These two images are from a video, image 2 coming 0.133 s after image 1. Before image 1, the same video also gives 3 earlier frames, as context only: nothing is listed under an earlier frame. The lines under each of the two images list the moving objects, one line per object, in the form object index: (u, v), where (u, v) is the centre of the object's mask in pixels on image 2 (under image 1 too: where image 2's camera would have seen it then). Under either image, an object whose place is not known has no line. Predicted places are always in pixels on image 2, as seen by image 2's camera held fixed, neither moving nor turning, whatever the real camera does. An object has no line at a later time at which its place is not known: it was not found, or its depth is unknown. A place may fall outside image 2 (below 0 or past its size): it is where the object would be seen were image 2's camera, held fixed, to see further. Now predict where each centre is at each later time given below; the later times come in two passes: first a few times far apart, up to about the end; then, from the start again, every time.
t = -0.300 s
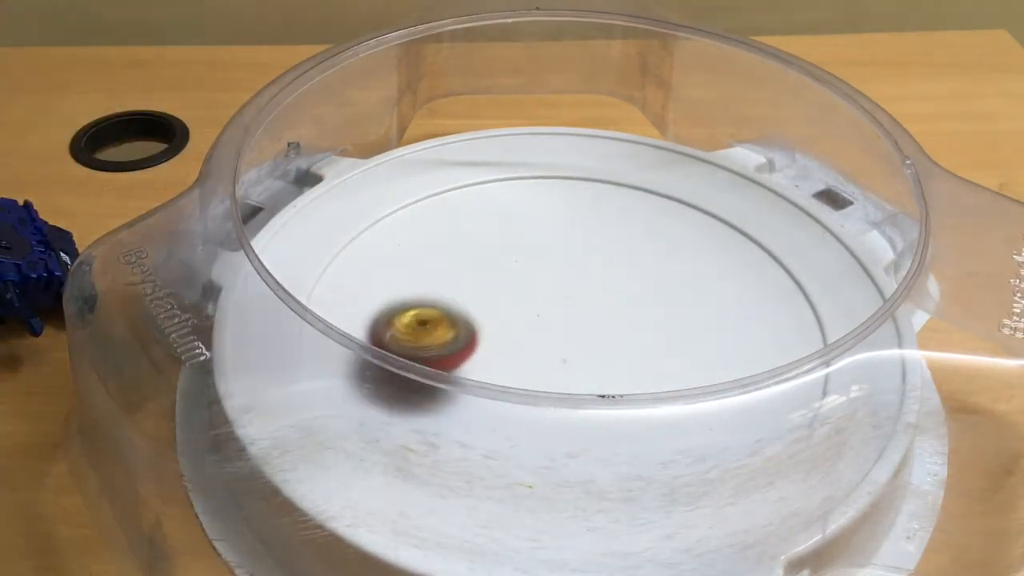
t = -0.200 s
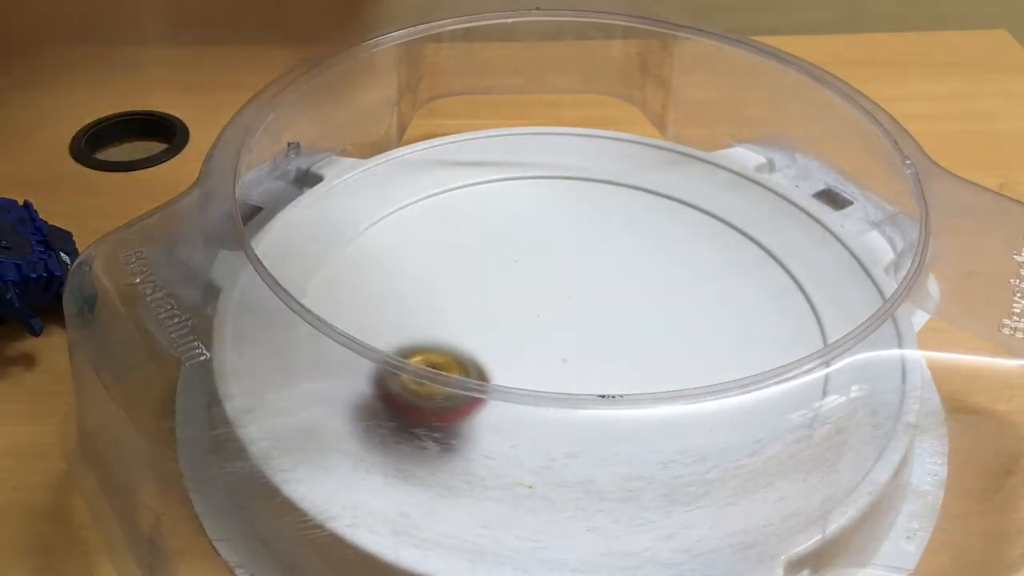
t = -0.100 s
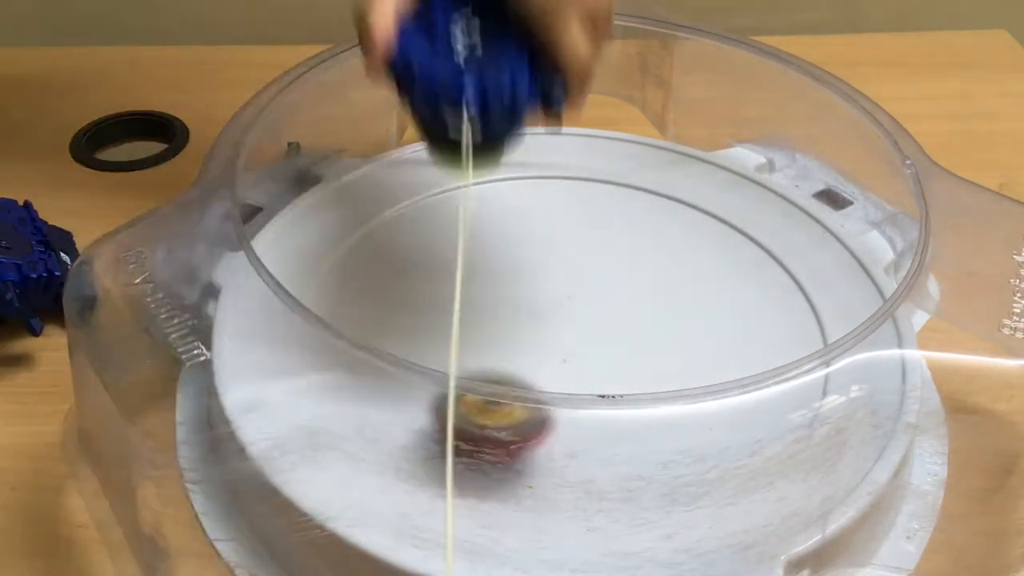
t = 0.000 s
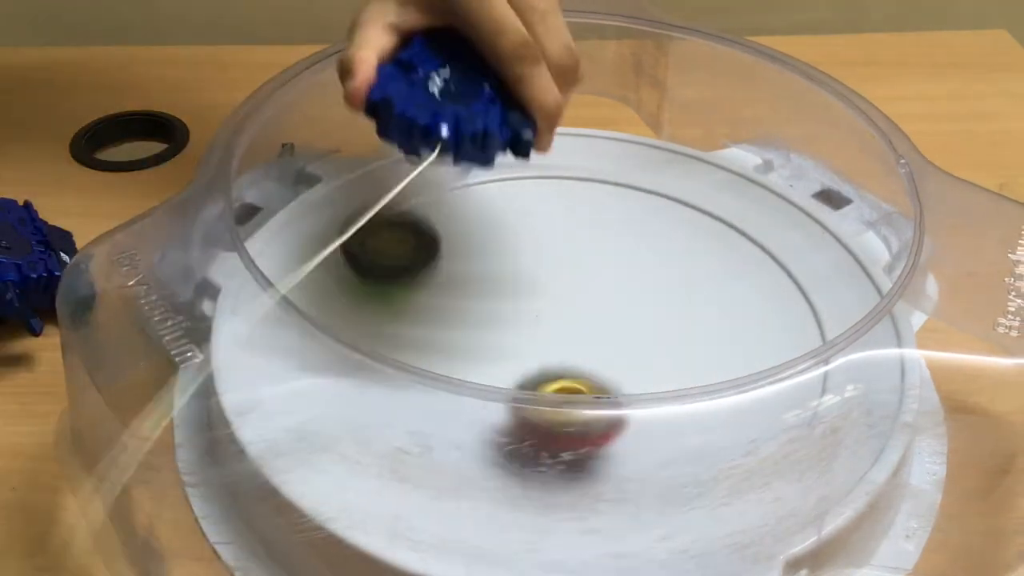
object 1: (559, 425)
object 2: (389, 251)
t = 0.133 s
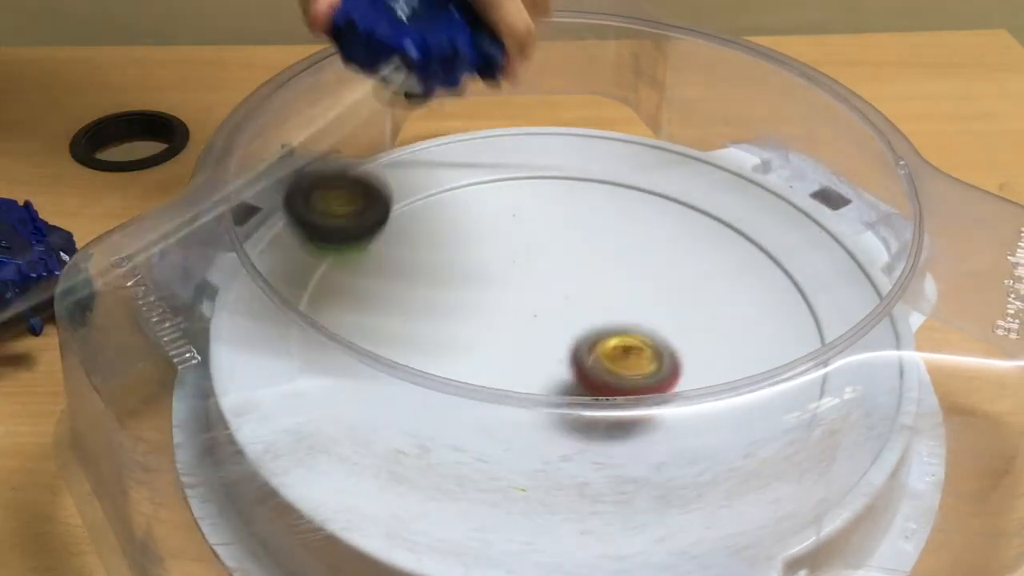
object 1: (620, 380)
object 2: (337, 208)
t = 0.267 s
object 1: (602, 325)
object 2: (385, 280)
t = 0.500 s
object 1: (518, 265)
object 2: (629, 356)
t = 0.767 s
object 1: (460, 317)
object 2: (687, 275)
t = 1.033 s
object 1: (516, 346)
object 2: (541, 248)
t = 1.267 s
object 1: (551, 364)
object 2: (571, 265)
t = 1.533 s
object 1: (598, 478)
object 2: (589, 211)
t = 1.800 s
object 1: (683, 421)
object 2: (538, 301)
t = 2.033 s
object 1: (794, 465)
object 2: (476, 233)
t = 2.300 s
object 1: (758, 429)
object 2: (433, 277)
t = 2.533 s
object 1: (697, 358)
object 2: (544, 355)
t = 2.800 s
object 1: (775, 295)
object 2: (465, 300)
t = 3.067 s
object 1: (650, 288)
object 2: (549, 329)
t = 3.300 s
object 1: (587, 275)
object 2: (507, 330)
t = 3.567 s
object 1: (550, 269)
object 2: (507, 354)
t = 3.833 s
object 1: (538, 263)
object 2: (563, 345)
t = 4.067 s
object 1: (524, 267)
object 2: (589, 358)
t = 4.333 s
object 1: (537, 279)
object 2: (542, 354)
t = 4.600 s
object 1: (592, 271)
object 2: (465, 400)
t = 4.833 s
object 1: (601, 285)
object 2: (537, 417)
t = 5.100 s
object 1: (623, 278)
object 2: (540, 370)
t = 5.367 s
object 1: (606, 280)
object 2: (498, 363)
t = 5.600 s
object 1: (589, 293)
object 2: (494, 342)
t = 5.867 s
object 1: (591, 290)
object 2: (493, 340)
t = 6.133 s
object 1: (636, 267)
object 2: (460, 345)
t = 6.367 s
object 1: (641, 273)
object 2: (512, 347)
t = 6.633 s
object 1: (626, 291)
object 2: (556, 345)
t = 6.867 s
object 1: (621, 271)
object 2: (510, 391)
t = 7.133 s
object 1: (599, 266)
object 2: (494, 388)
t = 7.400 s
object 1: (571, 277)
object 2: (495, 344)
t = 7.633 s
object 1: (565, 270)
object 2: (500, 324)
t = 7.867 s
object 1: (574, 265)
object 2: (515, 325)
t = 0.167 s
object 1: (624, 355)
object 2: (328, 247)
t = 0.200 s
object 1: (618, 346)
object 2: (338, 257)
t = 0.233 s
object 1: (611, 335)
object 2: (359, 261)
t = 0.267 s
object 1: (602, 325)
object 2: (385, 280)
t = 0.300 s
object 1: (592, 315)
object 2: (412, 321)
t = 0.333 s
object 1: (580, 305)
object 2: (445, 329)
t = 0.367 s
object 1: (570, 295)
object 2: (480, 338)
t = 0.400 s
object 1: (558, 283)
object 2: (519, 355)
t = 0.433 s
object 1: (547, 269)
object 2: (560, 354)
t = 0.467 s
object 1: (532, 265)
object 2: (595, 358)
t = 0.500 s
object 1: (518, 265)
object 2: (629, 356)
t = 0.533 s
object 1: (496, 279)
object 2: (659, 348)
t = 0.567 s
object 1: (483, 281)
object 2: (682, 339)
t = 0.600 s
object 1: (473, 283)
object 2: (699, 331)
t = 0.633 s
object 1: (466, 287)
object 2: (709, 318)
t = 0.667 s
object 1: (460, 293)
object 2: (713, 303)
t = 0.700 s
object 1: (458, 300)
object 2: (710, 293)
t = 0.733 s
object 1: (457, 309)
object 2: (701, 285)
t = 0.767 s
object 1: (460, 317)
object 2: (687, 275)
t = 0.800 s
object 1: (467, 322)
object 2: (670, 269)
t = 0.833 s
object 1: (476, 327)
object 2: (651, 267)
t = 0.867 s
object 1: (485, 330)
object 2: (630, 263)
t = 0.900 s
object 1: (494, 332)
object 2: (609, 260)
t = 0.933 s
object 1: (500, 335)
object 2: (585, 259)
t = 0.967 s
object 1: (505, 336)
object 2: (564, 259)
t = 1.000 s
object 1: (511, 339)
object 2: (548, 255)
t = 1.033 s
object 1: (516, 346)
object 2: (541, 248)
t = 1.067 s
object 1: (521, 351)
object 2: (537, 242)
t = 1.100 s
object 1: (529, 354)
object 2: (536, 243)
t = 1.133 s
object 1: (542, 354)
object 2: (539, 246)
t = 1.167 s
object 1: (548, 354)
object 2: (543, 253)
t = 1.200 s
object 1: (552, 353)
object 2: (550, 263)
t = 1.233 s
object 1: (555, 352)
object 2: (558, 270)
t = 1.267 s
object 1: (551, 364)
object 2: (571, 265)
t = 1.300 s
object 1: (535, 411)
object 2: (586, 250)
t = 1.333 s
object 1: (529, 441)
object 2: (600, 235)
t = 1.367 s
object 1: (535, 447)
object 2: (608, 224)
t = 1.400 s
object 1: (541, 467)
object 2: (613, 216)
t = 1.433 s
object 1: (551, 473)
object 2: (613, 210)
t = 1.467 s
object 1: (568, 477)
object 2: (608, 207)
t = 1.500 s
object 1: (583, 479)
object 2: (601, 208)
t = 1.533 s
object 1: (598, 478)
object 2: (589, 211)
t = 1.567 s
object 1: (615, 476)
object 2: (575, 219)
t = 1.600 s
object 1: (629, 472)
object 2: (561, 227)
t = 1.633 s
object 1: (642, 469)
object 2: (548, 234)
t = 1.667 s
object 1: (657, 463)
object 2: (537, 245)
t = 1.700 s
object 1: (677, 444)
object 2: (532, 256)
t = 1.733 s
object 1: (687, 441)
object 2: (530, 271)
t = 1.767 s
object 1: (688, 430)
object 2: (532, 286)
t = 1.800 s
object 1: (683, 421)
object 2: (538, 301)
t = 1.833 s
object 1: (679, 407)
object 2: (549, 317)
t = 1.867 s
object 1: (665, 398)
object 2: (562, 332)
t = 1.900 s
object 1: (685, 416)
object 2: (555, 323)
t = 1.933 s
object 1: (731, 435)
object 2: (528, 295)
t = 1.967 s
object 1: (763, 454)
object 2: (507, 271)
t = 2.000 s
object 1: (786, 453)
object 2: (490, 250)
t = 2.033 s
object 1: (794, 465)
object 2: (476, 233)
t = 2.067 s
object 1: (786, 460)
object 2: (464, 220)
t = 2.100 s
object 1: (779, 455)
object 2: (455, 214)
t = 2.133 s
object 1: (774, 451)
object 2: (448, 212)
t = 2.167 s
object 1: (769, 448)
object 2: (442, 216)
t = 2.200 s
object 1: (767, 453)
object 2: (436, 224)
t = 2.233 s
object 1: (767, 450)
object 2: (431, 238)
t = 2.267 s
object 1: (765, 446)
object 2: (430, 256)
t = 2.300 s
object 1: (758, 429)
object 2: (433, 277)
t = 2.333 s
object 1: (748, 418)
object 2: (441, 295)
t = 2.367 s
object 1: (738, 405)
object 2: (455, 315)
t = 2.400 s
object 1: (717, 403)
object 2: (473, 337)
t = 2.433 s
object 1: (704, 395)
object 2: (495, 346)
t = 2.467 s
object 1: (695, 381)
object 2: (520, 354)
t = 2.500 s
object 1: (680, 364)
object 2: (548, 359)
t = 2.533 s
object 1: (697, 358)
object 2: (544, 355)
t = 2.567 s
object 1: (740, 352)
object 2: (514, 348)
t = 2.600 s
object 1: (779, 363)
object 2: (490, 340)
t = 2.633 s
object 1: (800, 353)
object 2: (472, 327)
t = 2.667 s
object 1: (809, 342)
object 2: (460, 317)
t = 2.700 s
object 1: (802, 316)
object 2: (453, 309)
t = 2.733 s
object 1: (797, 312)
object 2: (452, 304)
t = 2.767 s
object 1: (788, 307)
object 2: (456, 301)
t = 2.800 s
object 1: (775, 295)
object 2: (465, 300)
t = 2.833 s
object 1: (761, 290)
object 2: (475, 302)
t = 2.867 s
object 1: (747, 286)
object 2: (486, 306)
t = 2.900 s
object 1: (729, 290)
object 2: (499, 310)
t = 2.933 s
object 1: (707, 296)
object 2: (513, 315)
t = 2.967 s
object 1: (692, 294)
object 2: (525, 321)
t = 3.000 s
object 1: (677, 291)
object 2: (536, 324)
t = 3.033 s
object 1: (662, 291)
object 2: (543, 328)
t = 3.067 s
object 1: (650, 288)
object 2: (549, 329)
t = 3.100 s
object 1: (640, 285)
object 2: (551, 330)
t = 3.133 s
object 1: (630, 281)
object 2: (553, 328)
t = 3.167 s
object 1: (620, 277)
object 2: (553, 323)
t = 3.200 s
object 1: (614, 276)
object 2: (542, 326)
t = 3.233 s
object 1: (606, 275)
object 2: (531, 327)
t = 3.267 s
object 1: (598, 275)
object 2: (518, 330)
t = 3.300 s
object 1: (587, 275)
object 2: (507, 330)
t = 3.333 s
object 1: (578, 276)
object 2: (502, 327)
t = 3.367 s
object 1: (571, 275)
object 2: (499, 326)
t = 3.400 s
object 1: (565, 274)
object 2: (501, 324)
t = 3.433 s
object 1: (561, 271)
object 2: (502, 329)
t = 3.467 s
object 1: (560, 269)
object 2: (496, 339)
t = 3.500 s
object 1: (557, 269)
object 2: (495, 346)
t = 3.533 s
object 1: (553, 269)
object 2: (500, 351)
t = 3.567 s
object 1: (550, 269)
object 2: (507, 354)
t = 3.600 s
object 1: (546, 269)
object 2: (519, 358)
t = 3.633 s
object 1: (543, 269)
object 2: (528, 358)
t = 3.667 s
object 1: (547, 256)
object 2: (536, 358)
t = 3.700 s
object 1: (545, 256)
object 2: (543, 356)
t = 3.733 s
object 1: (543, 258)
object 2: (549, 355)
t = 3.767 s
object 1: (542, 259)
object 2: (555, 352)
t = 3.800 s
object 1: (540, 261)
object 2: (559, 349)
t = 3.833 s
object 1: (538, 263)
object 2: (563, 345)
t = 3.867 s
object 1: (537, 264)
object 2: (566, 343)
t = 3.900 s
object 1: (536, 256)
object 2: (572, 347)
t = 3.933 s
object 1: (535, 251)
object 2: (576, 351)
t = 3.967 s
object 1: (533, 250)
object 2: (581, 354)
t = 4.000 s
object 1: (526, 265)
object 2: (585, 356)
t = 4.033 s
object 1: (525, 266)
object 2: (588, 357)
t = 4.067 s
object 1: (524, 267)
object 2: (589, 358)
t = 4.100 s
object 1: (522, 269)
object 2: (589, 360)
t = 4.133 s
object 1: (523, 272)
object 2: (587, 360)
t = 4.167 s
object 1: (523, 275)
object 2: (582, 361)
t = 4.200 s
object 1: (523, 278)
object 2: (575, 362)
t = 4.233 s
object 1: (524, 281)
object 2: (569, 361)
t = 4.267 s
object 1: (525, 283)
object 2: (559, 359)
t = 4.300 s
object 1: (534, 277)
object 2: (551, 358)
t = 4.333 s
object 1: (537, 279)
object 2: (542, 354)
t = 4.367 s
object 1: (539, 280)
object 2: (532, 353)
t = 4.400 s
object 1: (543, 280)
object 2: (525, 354)
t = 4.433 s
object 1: (544, 283)
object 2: (520, 354)
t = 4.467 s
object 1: (548, 284)
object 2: (516, 353)
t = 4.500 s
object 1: (556, 285)
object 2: (509, 353)
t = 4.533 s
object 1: (567, 287)
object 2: (492, 360)
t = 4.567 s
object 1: (586, 265)
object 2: (478, 378)
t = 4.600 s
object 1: (592, 271)
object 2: (465, 400)
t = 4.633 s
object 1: (593, 276)
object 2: (467, 400)
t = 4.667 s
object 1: (595, 277)
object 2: (469, 408)
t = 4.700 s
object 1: (597, 277)
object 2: (475, 417)
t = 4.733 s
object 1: (599, 279)
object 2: (486, 421)
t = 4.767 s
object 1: (600, 280)
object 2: (503, 421)
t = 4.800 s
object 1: (601, 282)
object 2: (522, 417)
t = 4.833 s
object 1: (601, 285)
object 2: (537, 417)
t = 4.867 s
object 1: (601, 288)
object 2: (554, 412)
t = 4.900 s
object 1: (601, 290)
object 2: (566, 400)
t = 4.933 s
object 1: (601, 293)
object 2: (574, 395)
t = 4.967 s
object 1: (602, 292)
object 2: (581, 371)
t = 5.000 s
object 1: (603, 291)
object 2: (583, 365)
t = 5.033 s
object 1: (606, 290)
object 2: (579, 359)
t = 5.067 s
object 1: (614, 287)
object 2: (557, 367)
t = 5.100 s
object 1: (623, 278)
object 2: (540, 370)
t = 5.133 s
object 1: (627, 272)
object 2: (521, 391)
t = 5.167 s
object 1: (627, 271)
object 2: (510, 392)
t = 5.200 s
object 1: (626, 271)
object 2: (505, 391)
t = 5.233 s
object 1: (623, 272)
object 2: (500, 390)
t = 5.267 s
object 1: (619, 273)
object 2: (498, 388)
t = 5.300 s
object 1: (615, 275)
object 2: (496, 385)
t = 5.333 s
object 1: (611, 277)
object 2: (496, 381)
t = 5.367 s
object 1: (606, 280)
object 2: (498, 363)
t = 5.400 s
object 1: (601, 284)
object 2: (496, 369)
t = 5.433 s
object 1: (596, 286)
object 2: (498, 356)
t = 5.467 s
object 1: (591, 291)
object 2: (499, 352)
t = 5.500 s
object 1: (588, 292)
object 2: (502, 348)
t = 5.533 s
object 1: (585, 294)
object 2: (505, 343)
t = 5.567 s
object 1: (582, 295)
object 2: (507, 341)
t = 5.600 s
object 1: (589, 293)
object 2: (494, 342)
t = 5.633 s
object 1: (599, 289)
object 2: (484, 344)
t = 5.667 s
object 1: (606, 286)
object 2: (475, 342)
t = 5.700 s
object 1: (606, 287)
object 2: (472, 343)
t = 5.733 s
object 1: (604, 287)
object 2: (471, 343)
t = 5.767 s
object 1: (601, 287)
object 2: (475, 342)
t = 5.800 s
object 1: (597, 288)
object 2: (480, 342)
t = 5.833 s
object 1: (594, 289)
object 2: (486, 340)
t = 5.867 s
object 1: (591, 290)
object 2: (493, 340)
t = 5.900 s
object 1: (589, 288)
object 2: (502, 338)
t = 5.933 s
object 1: (589, 286)
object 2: (514, 329)
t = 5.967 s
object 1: (596, 285)
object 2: (507, 330)
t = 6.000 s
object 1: (611, 277)
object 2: (487, 338)
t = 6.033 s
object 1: (625, 271)
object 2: (475, 341)
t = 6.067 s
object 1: (631, 269)
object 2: (466, 343)
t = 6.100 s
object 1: (634, 268)
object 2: (461, 344)
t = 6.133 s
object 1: (636, 267)
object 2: (460, 345)
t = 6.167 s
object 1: (638, 265)
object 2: (461, 346)
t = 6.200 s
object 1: (639, 264)
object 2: (466, 347)
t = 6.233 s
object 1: (640, 264)
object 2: (474, 348)
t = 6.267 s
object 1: (642, 265)
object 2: (484, 349)
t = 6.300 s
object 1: (642, 268)
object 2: (493, 349)
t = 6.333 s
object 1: (642, 269)
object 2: (502, 349)
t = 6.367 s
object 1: (641, 273)
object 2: (512, 347)
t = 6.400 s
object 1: (640, 276)
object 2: (520, 346)
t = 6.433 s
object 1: (637, 279)
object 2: (527, 346)
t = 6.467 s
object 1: (634, 284)
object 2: (536, 344)
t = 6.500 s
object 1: (632, 286)
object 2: (544, 342)
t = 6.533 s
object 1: (630, 288)
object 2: (552, 338)
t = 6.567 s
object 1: (628, 286)
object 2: (558, 337)
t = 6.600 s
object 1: (629, 289)
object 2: (558, 338)
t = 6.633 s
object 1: (626, 291)
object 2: (556, 345)
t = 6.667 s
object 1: (620, 289)
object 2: (556, 347)
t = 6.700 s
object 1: (614, 289)
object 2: (556, 348)
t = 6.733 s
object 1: (609, 290)
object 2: (555, 350)
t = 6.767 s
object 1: (612, 290)
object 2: (542, 357)
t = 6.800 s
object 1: (622, 271)
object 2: (528, 365)
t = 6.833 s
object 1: (625, 266)
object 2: (517, 388)
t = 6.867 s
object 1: (621, 271)
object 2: (510, 391)
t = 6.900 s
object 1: (614, 275)
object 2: (504, 406)
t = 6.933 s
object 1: (612, 272)
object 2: (501, 406)
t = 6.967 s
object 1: (610, 270)
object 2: (502, 406)
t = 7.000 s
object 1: (608, 268)
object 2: (499, 404)
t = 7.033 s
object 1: (606, 267)
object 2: (500, 392)
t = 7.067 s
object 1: (604, 267)
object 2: (498, 391)
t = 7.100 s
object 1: (602, 266)
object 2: (496, 389)
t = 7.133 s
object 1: (599, 266)
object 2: (494, 388)
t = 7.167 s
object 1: (597, 266)
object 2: (493, 384)
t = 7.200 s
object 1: (594, 267)
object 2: (492, 379)
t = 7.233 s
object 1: (591, 268)
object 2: (491, 376)
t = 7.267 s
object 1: (587, 270)
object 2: (491, 368)
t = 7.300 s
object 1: (583, 272)
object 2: (493, 355)
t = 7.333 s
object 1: (579, 274)
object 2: (493, 351)
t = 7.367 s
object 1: (575, 276)
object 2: (494, 348)
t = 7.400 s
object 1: (571, 277)
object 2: (495, 344)
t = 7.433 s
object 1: (568, 276)
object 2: (498, 340)
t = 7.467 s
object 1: (566, 276)
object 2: (501, 331)
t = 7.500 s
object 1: (563, 271)
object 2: (505, 327)
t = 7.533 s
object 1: (564, 272)
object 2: (499, 328)
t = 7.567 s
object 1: (568, 272)
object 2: (496, 327)
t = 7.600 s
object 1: (567, 272)
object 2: (497, 326)
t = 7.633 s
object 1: (565, 270)
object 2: (500, 324)
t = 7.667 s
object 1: (563, 266)
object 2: (504, 322)
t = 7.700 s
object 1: (566, 266)
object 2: (505, 322)
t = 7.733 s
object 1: (568, 266)
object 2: (506, 322)
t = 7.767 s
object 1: (570, 266)
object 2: (508, 324)
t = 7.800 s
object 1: (570, 264)
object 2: (514, 323)
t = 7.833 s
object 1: (569, 263)
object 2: (519, 324)
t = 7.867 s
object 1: (574, 265)
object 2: (515, 325)
